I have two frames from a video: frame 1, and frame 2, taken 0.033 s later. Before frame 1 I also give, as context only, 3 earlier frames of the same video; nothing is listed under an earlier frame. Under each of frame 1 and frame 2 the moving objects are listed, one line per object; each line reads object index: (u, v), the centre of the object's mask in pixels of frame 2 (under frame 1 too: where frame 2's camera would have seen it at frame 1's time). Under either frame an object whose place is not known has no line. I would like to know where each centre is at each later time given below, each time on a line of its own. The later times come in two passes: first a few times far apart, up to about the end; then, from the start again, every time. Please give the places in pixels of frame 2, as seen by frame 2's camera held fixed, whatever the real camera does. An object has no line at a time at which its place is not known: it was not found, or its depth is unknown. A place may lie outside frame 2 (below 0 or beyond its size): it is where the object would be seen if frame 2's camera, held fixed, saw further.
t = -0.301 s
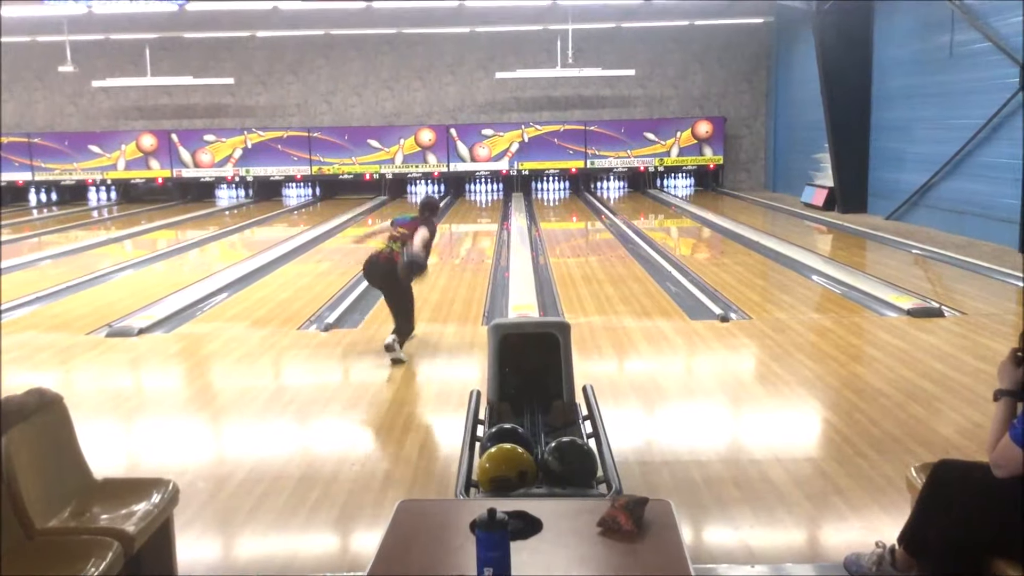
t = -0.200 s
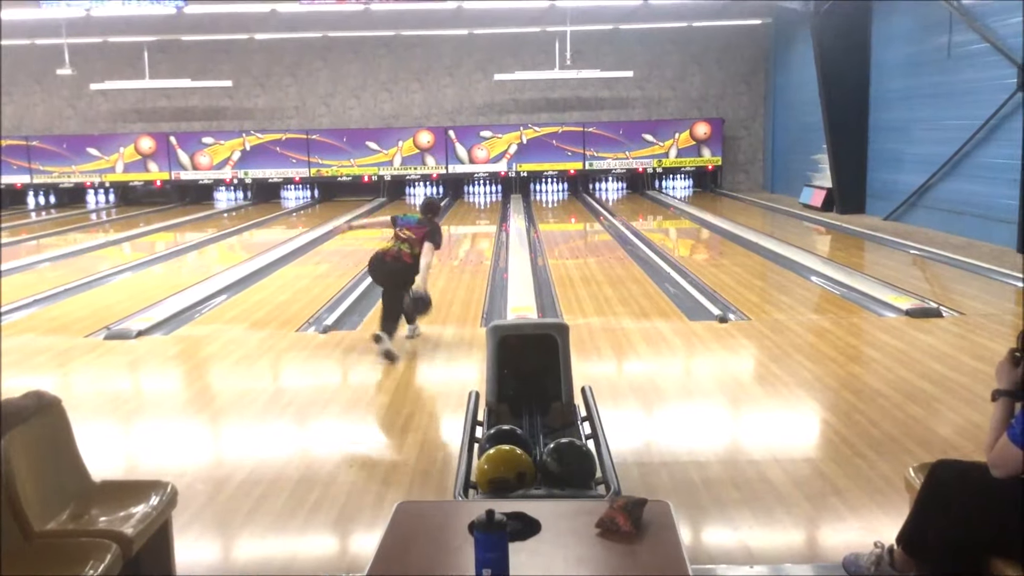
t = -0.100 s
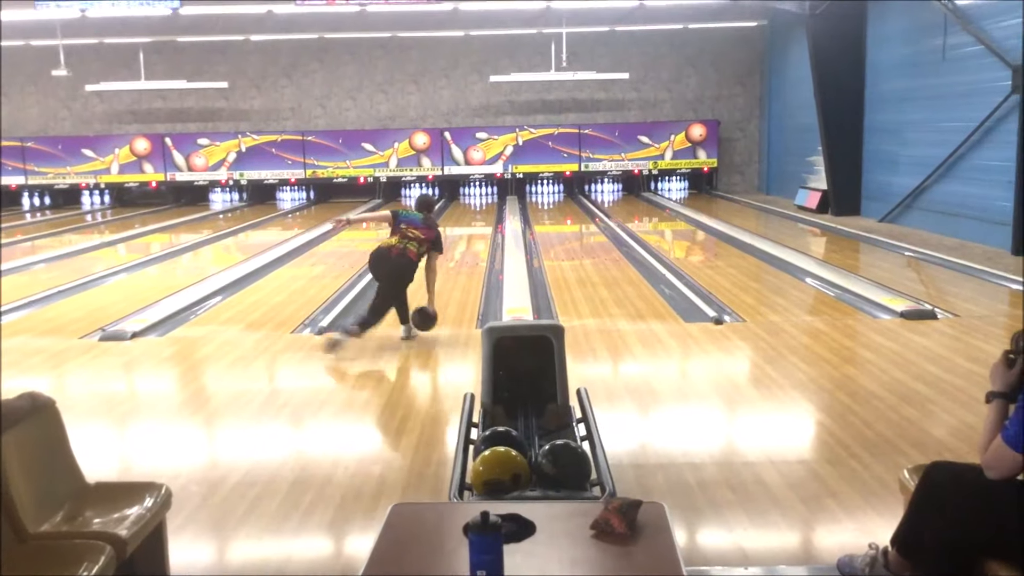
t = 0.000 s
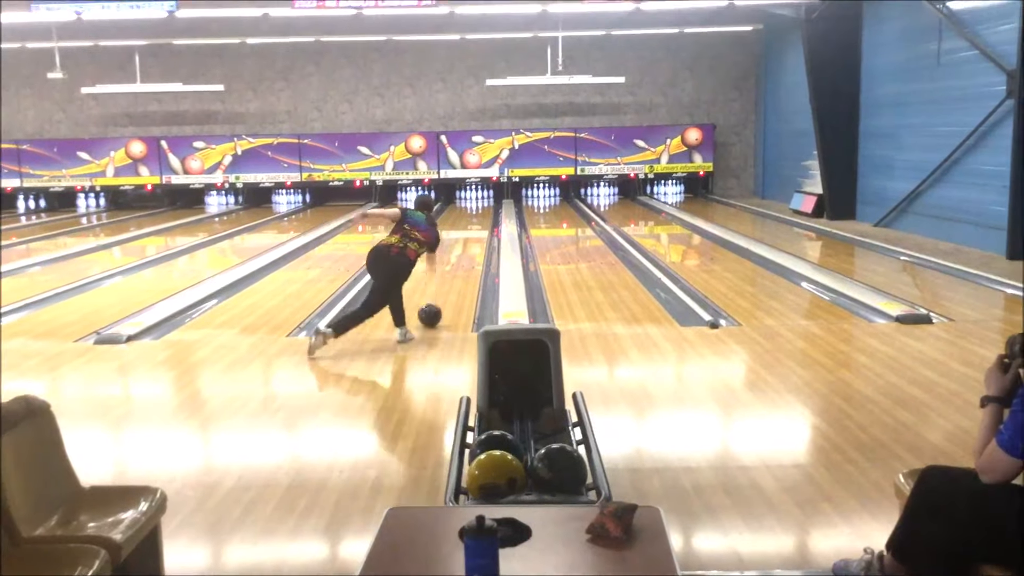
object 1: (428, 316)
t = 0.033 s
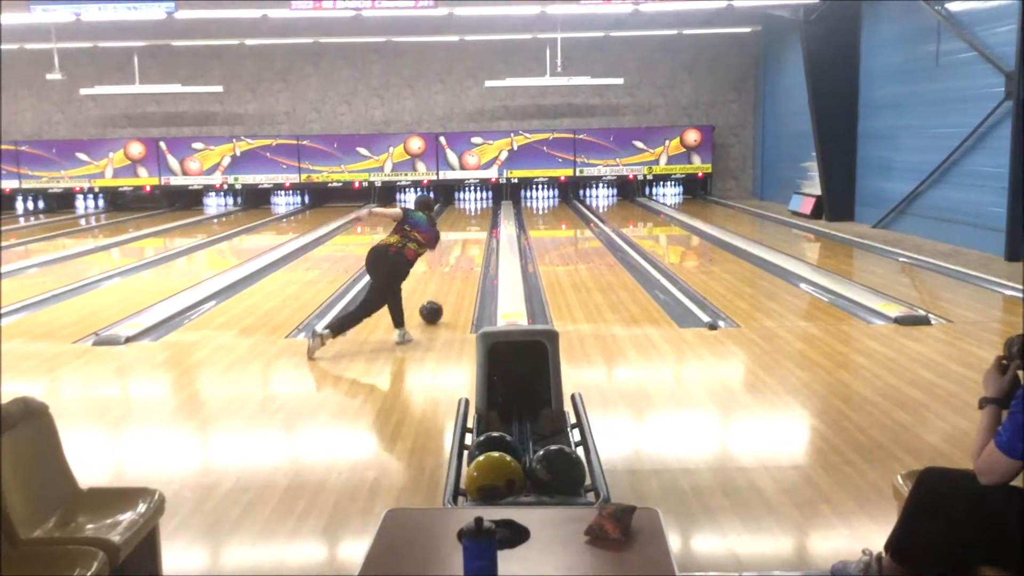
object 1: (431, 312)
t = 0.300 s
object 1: (448, 282)
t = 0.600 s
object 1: (460, 259)
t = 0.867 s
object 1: (468, 244)
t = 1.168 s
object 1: (474, 232)
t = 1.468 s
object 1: (479, 222)
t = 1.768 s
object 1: (481, 214)
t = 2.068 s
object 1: (483, 208)
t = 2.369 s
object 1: (482, 203)
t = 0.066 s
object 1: (433, 308)
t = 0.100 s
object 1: (436, 304)
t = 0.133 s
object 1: (438, 300)
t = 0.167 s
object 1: (440, 296)
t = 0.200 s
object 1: (442, 292)
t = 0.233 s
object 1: (444, 289)
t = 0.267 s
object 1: (446, 285)
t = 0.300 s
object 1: (448, 282)
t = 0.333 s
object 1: (449, 279)
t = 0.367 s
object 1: (451, 276)
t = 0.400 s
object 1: (452, 273)
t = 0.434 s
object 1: (454, 271)
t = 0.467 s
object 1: (455, 268)
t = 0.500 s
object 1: (457, 266)
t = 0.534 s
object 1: (458, 263)
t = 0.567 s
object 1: (459, 261)
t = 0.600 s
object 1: (460, 259)
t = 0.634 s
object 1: (461, 257)
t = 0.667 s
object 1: (463, 255)
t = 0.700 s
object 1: (464, 253)
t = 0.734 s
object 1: (465, 251)
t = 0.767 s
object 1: (466, 249)
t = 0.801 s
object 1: (466, 248)
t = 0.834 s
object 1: (467, 246)
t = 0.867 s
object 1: (468, 244)
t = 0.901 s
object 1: (469, 243)
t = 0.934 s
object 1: (470, 241)
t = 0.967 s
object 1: (470, 240)
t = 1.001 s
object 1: (471, 238)
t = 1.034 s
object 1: (472, 237)
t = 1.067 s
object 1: (472, 235)
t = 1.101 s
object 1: (473, 234)
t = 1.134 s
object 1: (474, 233)
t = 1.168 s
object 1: (474, 232)
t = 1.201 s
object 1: (475, 230)
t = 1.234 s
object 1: (475, 229)
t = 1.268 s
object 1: (476, 228)
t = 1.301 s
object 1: (476, 227)
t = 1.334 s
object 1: (477, 226)
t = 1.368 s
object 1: (477, 225)
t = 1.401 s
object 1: (478, 224)
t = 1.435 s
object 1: (478, 223)
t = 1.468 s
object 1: (479, 222)
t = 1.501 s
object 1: (479, 221)
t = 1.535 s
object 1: (479, 220)
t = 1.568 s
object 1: (480, 219)
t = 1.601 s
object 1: (480, 218)
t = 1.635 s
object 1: (480, 217)
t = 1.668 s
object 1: (481, 216)
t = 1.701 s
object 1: (481, 215)
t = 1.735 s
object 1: (481, 214)
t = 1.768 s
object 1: (481, 214)
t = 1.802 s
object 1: (481, 213)
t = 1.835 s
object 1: (482, 212)
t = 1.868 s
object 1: (482, 212)
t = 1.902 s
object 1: (482, 211)
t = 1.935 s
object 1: (482, 210)
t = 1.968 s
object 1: (482, 209)
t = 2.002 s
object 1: (482, 208)
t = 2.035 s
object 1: (483, 208)
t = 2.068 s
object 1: (483, 208)
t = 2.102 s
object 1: (483, 207)
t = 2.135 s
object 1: (483, 206)
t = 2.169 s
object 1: (483, 205)
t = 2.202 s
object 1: (483, 205)
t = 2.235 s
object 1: (483, 205)
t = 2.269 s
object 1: (483, 204)
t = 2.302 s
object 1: (483, 203)
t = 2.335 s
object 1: (483, 203)
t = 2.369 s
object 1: (482, 203)
